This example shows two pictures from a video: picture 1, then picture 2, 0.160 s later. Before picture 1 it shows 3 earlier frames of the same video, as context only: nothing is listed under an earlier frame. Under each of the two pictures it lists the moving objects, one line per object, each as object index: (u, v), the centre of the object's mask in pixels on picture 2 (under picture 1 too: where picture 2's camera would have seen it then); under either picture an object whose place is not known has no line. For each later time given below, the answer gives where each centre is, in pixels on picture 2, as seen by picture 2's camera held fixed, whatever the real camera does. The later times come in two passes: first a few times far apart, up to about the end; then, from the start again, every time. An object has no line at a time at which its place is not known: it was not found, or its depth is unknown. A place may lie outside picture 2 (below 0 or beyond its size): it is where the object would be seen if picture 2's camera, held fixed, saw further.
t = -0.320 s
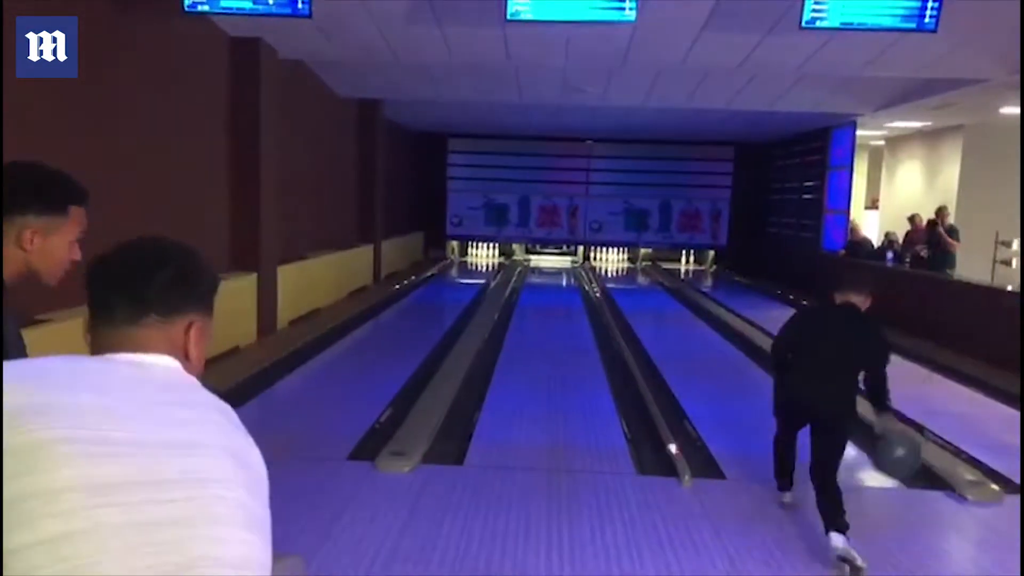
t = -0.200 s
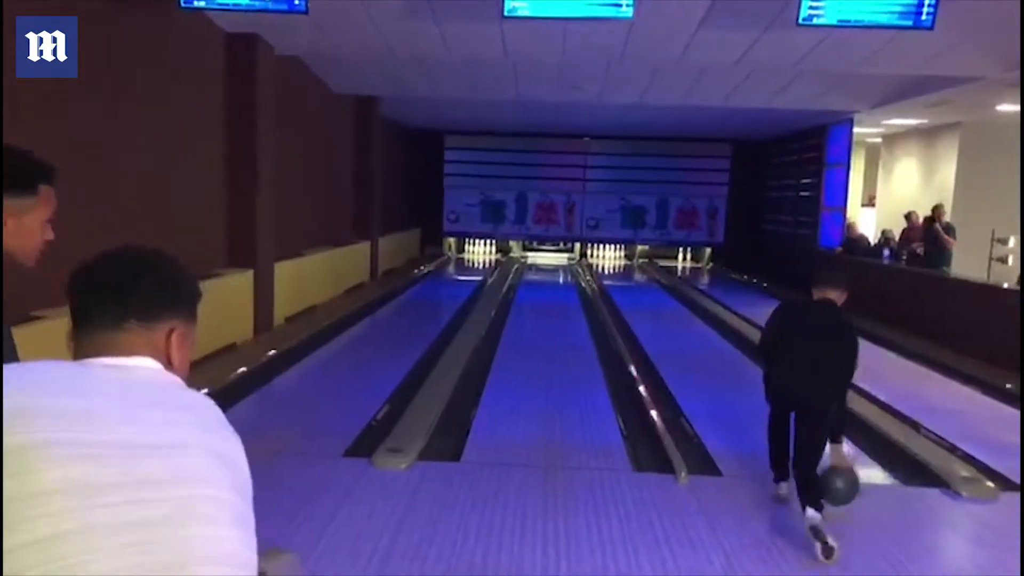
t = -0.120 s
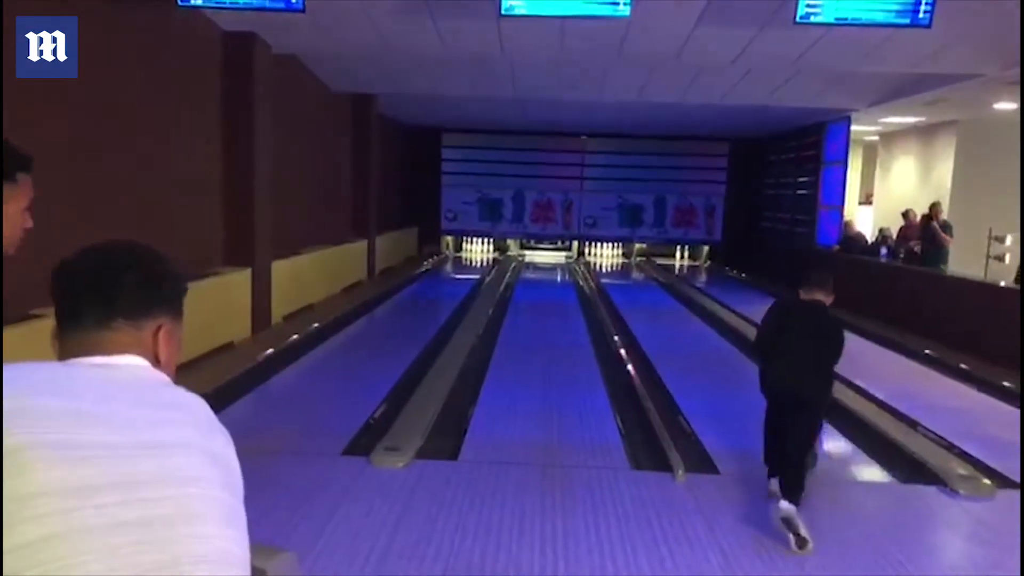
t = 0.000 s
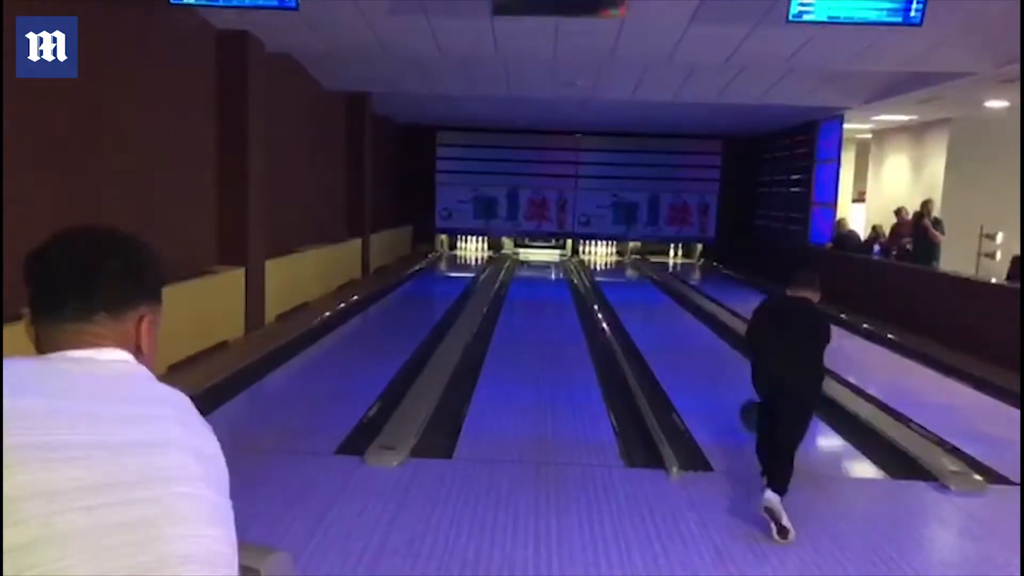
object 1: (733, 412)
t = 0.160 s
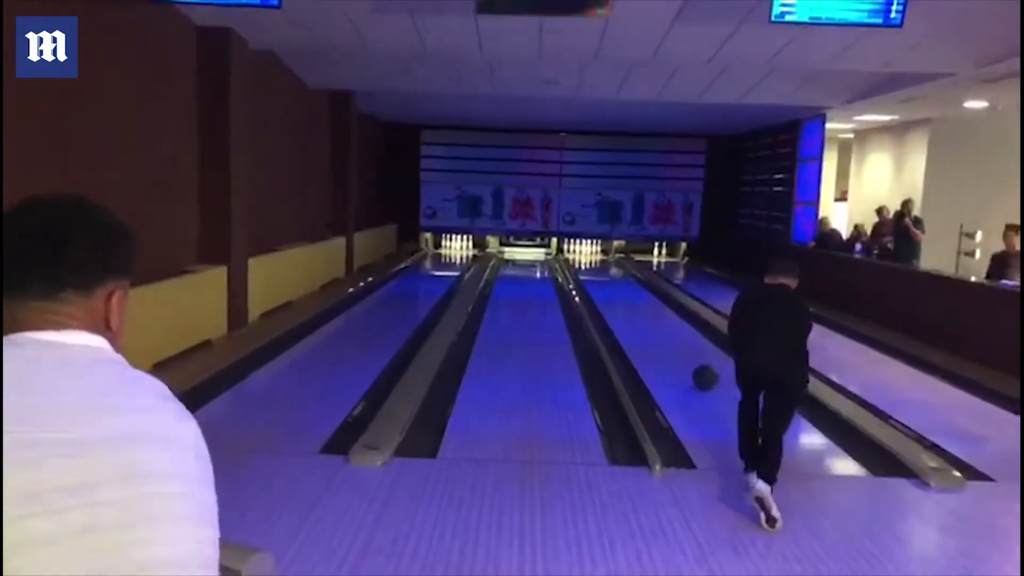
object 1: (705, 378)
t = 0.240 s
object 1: (690, 363)
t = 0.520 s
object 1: (658, 328)
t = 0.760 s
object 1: (640, 309)
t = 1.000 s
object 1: (628, 295)
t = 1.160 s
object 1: (622, 289)
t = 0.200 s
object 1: (696, 368)
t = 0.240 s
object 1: (690, 363)
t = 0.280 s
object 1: (683, 355)
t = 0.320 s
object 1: (679, 350)
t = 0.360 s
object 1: (675, 346)
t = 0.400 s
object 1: (669, 340)
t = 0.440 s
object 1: (666, 336)
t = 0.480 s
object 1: (661, 331)
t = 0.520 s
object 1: (658, 328)
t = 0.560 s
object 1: (655, 324)
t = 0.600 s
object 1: (651, 320)
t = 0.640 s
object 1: (649, 317)
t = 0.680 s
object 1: (644, 313)
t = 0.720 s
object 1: (642, 311)
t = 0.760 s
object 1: (640, 309)
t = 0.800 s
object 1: (637, 306)
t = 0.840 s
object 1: (635, 304)
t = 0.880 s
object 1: (633, 301)
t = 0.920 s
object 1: (631, 300)
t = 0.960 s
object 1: (630, 298)
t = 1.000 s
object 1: (628, 295)
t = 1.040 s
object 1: (626, 294)
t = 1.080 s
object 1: (624, 291)
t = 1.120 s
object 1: (623, 290)
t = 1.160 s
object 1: (622, 289)
